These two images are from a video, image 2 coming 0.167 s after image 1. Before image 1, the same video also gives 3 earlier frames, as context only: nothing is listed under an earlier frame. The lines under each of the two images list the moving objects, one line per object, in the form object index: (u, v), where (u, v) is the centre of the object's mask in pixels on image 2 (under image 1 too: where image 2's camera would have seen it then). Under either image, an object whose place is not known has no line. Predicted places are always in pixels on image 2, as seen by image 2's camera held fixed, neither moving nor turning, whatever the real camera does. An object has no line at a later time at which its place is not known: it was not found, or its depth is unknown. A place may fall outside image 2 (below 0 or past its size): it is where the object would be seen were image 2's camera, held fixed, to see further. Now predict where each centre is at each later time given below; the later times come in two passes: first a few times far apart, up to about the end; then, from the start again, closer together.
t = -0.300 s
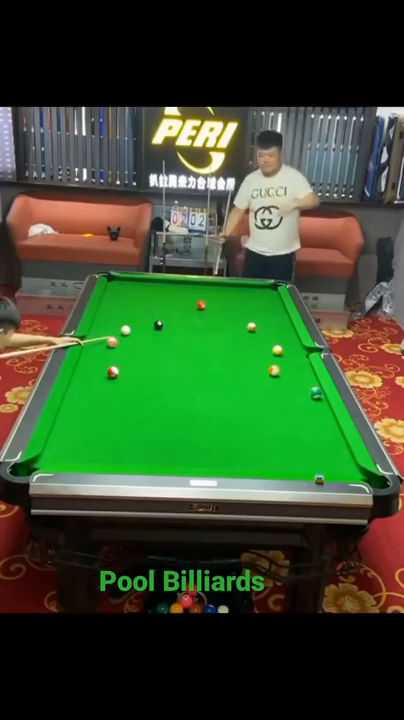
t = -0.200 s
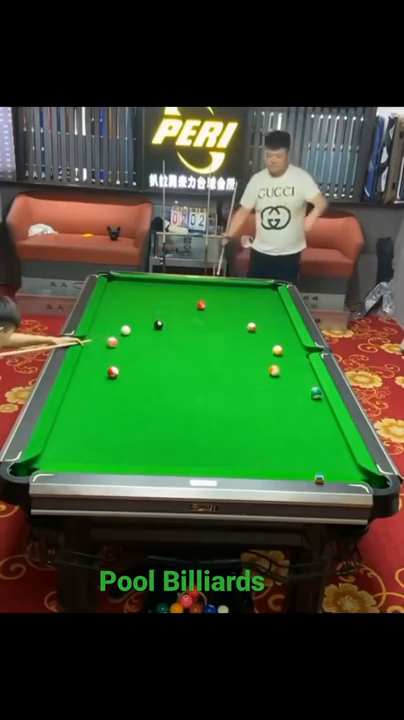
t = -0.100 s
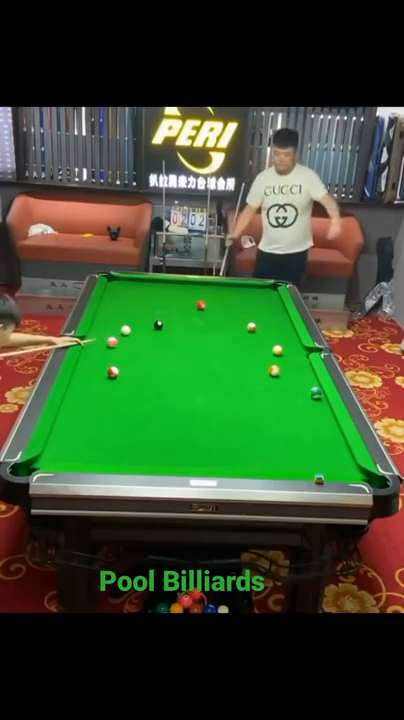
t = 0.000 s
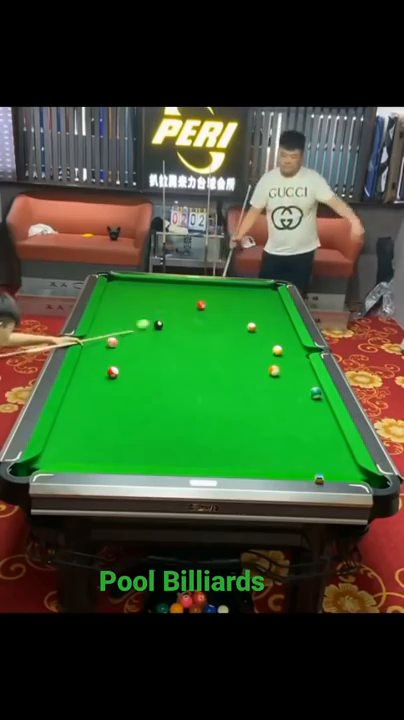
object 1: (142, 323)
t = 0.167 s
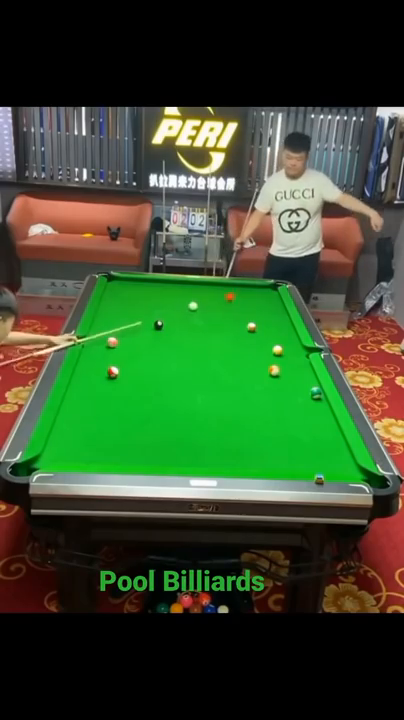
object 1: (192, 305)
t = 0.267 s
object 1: (188, 305)
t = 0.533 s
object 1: (167, 307)
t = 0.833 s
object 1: (143, 309)
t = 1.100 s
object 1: (122, 312)
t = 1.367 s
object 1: (101, 314)
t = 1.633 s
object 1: (108, 318)
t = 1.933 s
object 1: (121, 323)
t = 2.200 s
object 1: (132, 327)
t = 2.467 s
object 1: (142, 331)
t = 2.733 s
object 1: (152, 335)
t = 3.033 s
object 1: (162, 339)
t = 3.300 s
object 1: (170, 342)
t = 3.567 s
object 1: (176, 345)
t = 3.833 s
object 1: (183, 348)
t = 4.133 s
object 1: (189, 350)
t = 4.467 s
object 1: (193, 352)
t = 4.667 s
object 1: (196, 353)
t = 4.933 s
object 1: (199, 354)
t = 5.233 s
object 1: (201, 355)
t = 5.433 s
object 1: (201, 356)
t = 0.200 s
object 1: (191, 305)
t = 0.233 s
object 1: (190, 305)
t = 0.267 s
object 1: (188, 305)
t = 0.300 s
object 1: (185, 305)
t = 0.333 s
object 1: (183, 305)
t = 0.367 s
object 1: (180, 305)
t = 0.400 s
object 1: (178, 306)
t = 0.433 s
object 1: (175, 306)
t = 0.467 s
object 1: (172, 306)
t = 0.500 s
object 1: (169, 306)
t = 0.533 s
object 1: (167, 307)
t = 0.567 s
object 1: (164, 307)
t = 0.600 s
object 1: (162, 308)
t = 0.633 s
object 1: (159, 308)
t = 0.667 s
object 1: (156, 308)
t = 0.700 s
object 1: (153, 308)
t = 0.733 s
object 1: (151, 309)
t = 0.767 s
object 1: (148, 309)
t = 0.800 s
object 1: (146, 309)
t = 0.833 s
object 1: (143, 309)
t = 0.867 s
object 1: (140, 310)
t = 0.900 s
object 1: (138, 310)
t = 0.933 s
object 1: (135, 310)
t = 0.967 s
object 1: (132, 311)
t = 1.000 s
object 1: (130, 311)
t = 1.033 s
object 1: (127, 311)
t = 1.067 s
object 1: (124, 312)
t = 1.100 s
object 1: (122, 312)
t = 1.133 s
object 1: (119, 312)
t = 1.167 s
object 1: (117, 312)
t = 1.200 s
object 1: (114, 313)
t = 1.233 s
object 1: (111, 313)
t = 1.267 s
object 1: (109, 313)
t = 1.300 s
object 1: (106, 313)
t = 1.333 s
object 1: (104, 314)
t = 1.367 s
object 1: (101, 314)
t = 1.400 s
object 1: (99, 314)
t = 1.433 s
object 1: (99, 315)
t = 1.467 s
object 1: (100, 315)
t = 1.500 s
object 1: (102, 316)
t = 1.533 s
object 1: (103, 316)
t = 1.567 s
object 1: (105, 317)
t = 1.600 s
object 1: (106, 318)
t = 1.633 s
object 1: (108, 318)
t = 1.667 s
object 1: (109, 319)
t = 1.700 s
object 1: (111, 319)
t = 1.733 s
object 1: (112, 320)
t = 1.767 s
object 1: (114, 320)
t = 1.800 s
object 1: (115, 321)
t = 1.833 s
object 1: (117, 321)
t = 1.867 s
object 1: (118, 322)
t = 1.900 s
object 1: (119, 322)
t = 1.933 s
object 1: (121, 323)
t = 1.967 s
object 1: (122, 323)
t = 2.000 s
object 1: (124, 324)
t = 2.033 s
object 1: (125, 324)
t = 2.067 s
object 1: (127, 325)
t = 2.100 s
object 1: (128, 326)
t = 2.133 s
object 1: (129, 326)
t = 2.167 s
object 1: (131, 327)
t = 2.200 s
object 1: (132, 327)
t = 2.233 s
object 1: (133, 328)
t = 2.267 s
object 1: (134, 328)
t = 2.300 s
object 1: (136, 328)
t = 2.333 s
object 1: (137, 329)
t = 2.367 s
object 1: (139, 329)
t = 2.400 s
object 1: (140, 330)
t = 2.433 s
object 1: (141, 330)
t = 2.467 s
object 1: (142, 331)
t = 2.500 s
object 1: (144, 331)
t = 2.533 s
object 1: (145, 332)
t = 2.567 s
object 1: (146, 332)
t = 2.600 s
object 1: (147, 332)
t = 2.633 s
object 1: (148, 333)
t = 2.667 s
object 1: (150, 334)
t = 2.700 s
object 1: (151, 334)
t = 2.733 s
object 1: (152, 335)
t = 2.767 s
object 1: (153, 335)
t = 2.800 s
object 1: (154, 336)
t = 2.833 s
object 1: (155, 336)
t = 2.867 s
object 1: (156, 336)
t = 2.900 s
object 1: (157, 337)
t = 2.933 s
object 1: (158, 337)
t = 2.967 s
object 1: (160, 337)
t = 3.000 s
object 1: (161, 338)
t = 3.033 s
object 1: (162, 339)
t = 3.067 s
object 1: (163, 339)
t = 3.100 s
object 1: (164, 339)
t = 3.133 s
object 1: (165, 340)
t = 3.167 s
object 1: (166, 340)
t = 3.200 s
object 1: (167, 341)
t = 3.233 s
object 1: (167, 341)
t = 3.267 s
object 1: (169, 341)
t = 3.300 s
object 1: (170, 342)
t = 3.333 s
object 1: (171, 342)
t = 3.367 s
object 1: (172, 342)
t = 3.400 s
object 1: (172, 343)
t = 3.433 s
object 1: (173, 343)
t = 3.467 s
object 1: (174, 343)
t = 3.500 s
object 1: (175, 344)
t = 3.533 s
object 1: (176, 344)
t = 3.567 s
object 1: (176, 345)
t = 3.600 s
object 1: (177, 345)
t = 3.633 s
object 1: (178, 346)
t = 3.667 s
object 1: (179, 346)
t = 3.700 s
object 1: (180, 346)
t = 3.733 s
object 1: (180, 346)
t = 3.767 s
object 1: (181, 347)
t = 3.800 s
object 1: (182, 347)
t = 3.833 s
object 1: (183, 348)
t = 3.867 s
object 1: (183, 348)
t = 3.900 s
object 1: (184, 348)
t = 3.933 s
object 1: (185, 348)
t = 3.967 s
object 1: (185, 348)
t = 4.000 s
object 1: (186, 349)
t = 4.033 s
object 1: (187, 349)
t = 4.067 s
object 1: (187, 349)
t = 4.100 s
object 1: (188, 350)
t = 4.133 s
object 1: (189, 350)
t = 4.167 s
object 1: (189, 350)
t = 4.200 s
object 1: (192, 351)
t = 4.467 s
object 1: (193, 352)
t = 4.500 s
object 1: (194, 352)
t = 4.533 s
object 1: (195, 352)
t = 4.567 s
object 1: (195, 353)
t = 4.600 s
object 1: (195, 353)
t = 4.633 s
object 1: (196, 353)
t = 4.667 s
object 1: (196, 353)
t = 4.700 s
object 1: (196, 353)
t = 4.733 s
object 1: (197, 353)
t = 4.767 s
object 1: (198, 354)
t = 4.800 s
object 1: (198, 354)
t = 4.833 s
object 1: (198, 354)
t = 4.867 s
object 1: (198, 354)
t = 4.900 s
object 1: (199, 354)
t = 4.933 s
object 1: (199, 354)
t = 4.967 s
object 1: (199, 355)
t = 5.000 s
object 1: (199, 355)
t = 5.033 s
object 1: (200, 355)
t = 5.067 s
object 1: (200, 355)
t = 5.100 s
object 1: (200, 355)
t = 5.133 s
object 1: (200, 355)
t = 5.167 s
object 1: (201, 355)
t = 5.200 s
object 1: (201, 355)
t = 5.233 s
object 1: (201, 355)
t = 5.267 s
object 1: (201, 356)
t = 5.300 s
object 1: (201, 355)
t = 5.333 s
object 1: (201, 356)
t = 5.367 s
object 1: (201, 356)
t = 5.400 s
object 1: (201, 356)
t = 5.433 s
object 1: (201, 356)
